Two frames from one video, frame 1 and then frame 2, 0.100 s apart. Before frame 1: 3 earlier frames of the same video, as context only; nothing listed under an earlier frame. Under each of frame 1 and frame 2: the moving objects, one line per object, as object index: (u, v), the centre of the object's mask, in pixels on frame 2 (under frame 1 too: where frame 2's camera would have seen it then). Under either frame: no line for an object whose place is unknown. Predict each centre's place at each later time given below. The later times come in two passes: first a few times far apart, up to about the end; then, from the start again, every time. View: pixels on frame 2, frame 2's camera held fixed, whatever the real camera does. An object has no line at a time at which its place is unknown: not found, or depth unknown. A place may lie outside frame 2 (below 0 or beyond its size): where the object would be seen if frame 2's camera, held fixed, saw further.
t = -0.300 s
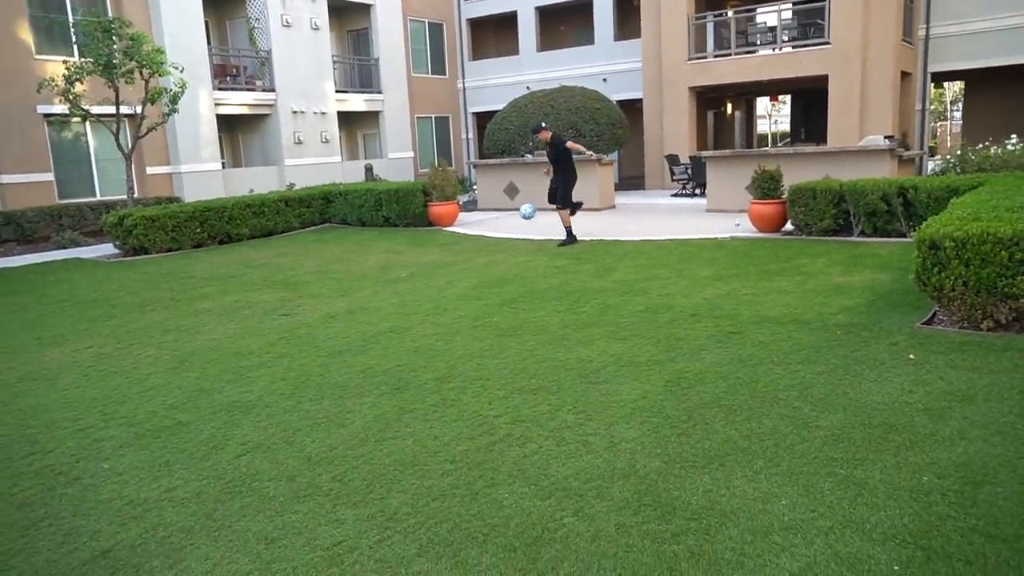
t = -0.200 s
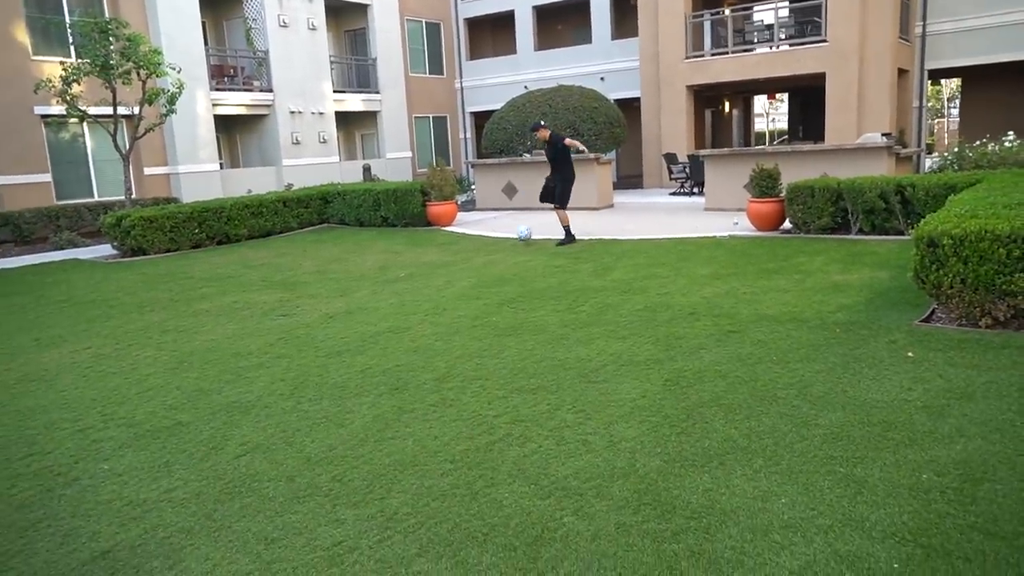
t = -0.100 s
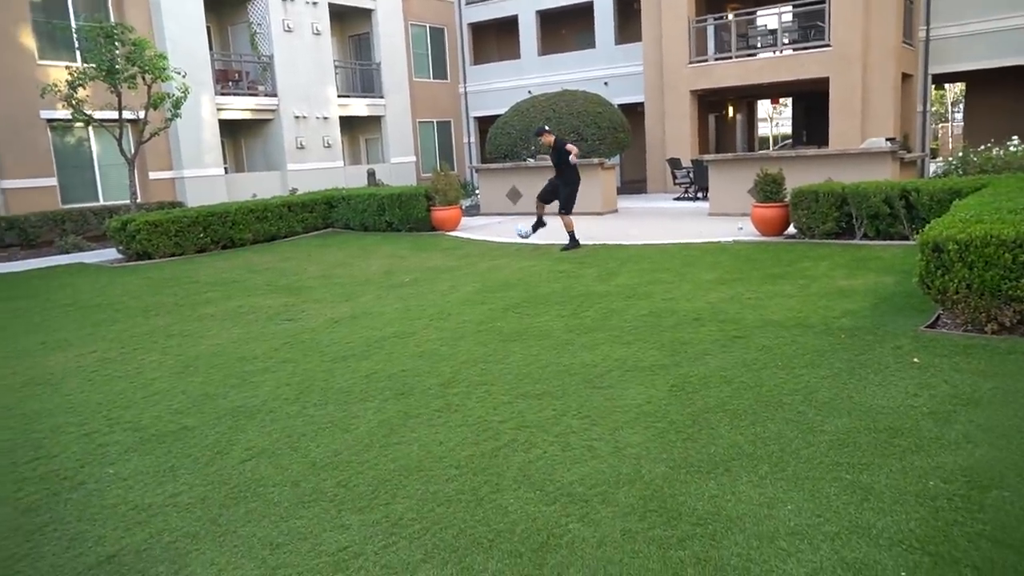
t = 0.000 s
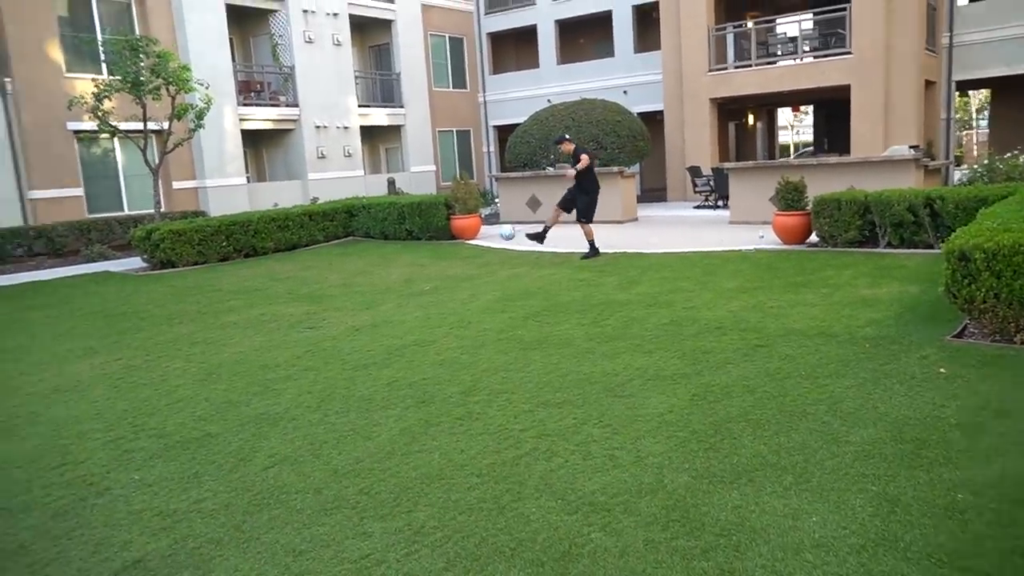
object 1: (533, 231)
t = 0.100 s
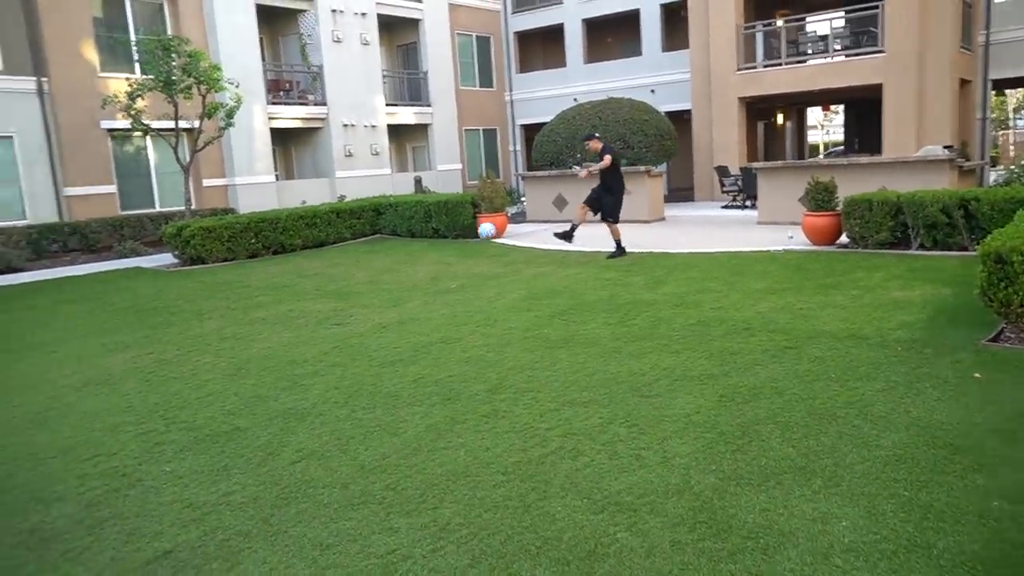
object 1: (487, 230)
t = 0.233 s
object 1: (417, 242)
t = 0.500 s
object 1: (243, 320)
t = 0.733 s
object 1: (110, 313)
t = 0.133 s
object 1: (470, 232)
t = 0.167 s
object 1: (453, 234)
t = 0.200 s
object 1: (435, 238)
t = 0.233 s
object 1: (417, 242)
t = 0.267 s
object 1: (398, 247)
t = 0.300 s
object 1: (378, 254)
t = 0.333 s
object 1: (358, 261)
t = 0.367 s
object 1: (336, 271)
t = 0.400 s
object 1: (315, 281)
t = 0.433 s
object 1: (292, 292)
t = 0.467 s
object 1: (268, 305)
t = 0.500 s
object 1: (243, 320)
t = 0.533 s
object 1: (224, 318)
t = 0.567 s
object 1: (207, 314)
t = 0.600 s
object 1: (189, 311)
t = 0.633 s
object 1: (170, 310)
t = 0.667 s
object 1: (151, 310)
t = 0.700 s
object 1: (131, 311)
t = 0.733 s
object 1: (110, 313)
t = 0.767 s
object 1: (90, 317)
